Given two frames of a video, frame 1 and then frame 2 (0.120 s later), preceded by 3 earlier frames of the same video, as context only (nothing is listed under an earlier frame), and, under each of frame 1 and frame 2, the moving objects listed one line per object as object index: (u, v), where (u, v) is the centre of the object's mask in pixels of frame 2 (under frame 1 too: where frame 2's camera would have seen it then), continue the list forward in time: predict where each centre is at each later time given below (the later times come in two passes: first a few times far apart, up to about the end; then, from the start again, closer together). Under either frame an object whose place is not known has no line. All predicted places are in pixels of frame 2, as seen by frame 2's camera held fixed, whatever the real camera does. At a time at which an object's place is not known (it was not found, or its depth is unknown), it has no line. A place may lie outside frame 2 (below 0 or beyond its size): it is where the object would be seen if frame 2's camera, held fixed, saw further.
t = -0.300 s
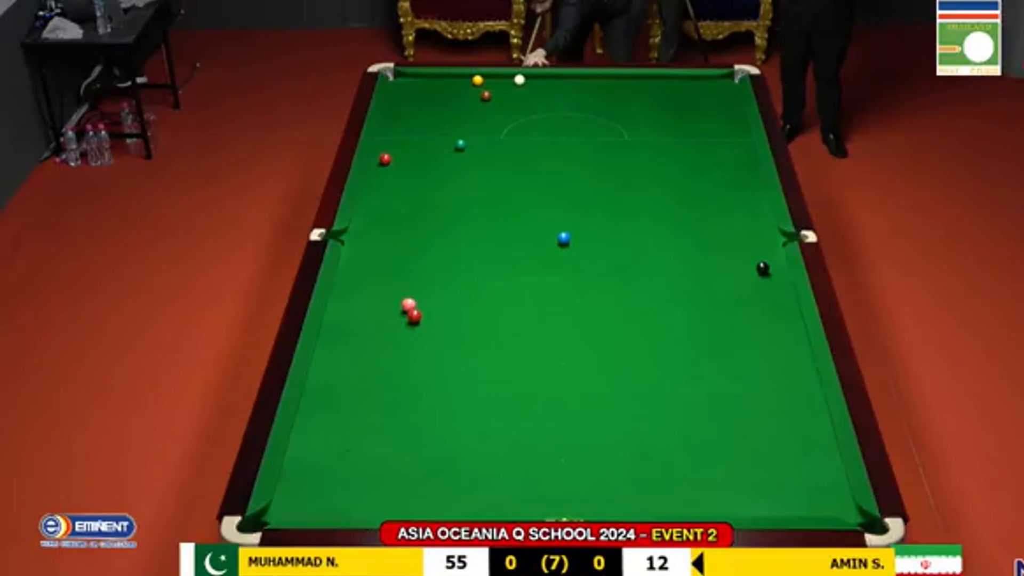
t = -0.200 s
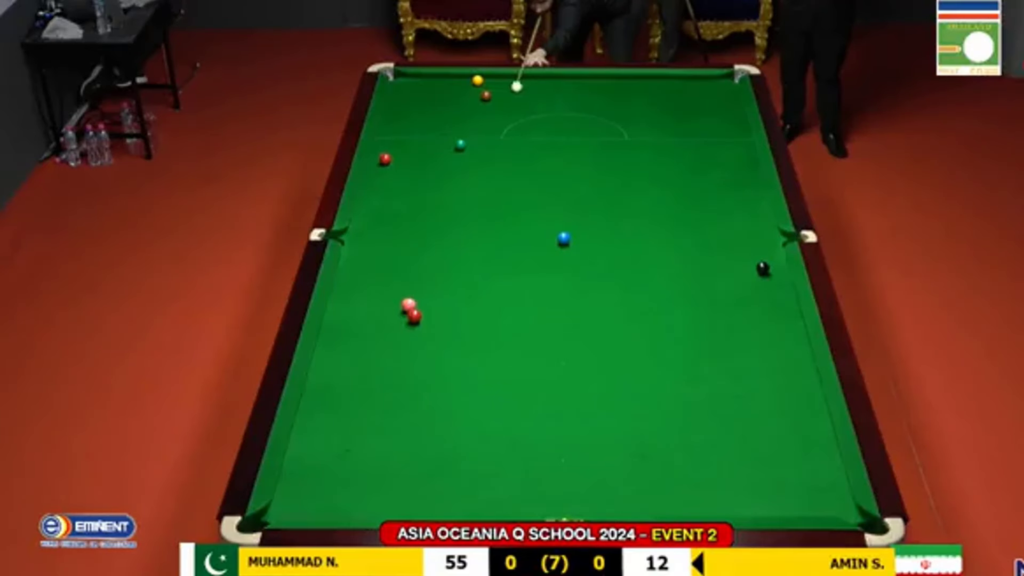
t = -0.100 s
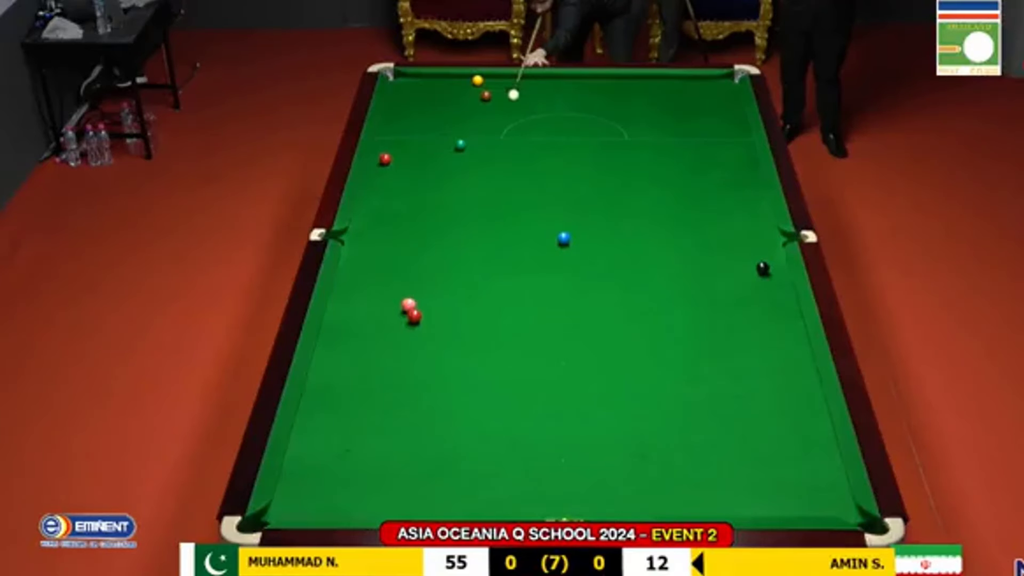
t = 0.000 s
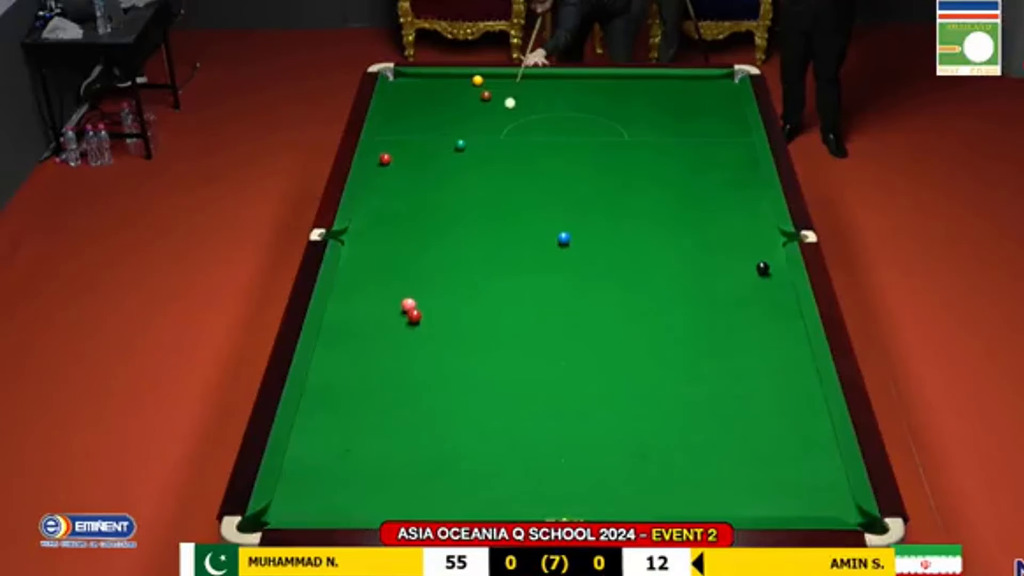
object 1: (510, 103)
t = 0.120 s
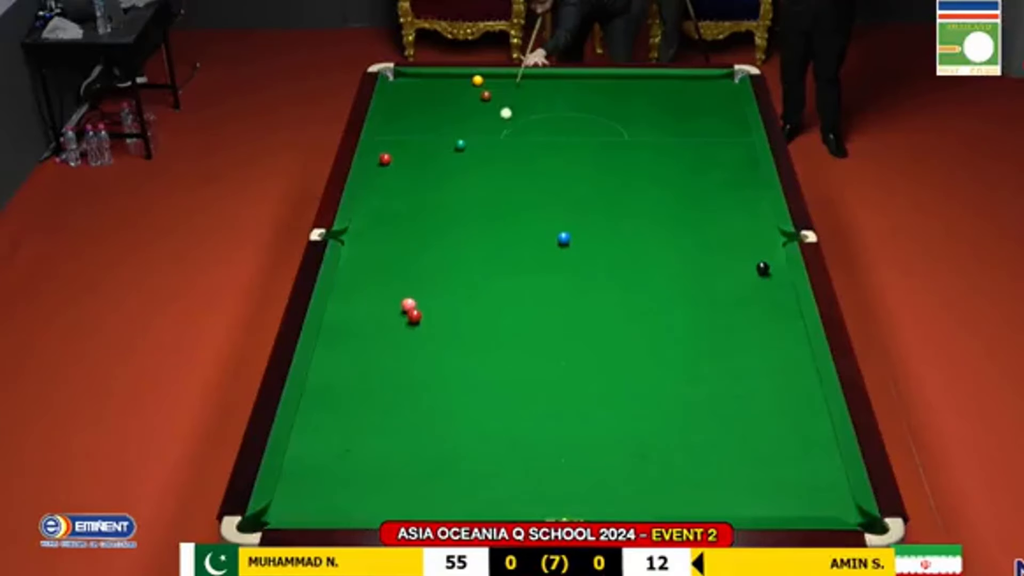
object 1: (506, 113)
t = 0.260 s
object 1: (501, 125)
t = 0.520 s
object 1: (492, 150)
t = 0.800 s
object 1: (482, 177)
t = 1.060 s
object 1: (472, 203)
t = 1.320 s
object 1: (462, 230)
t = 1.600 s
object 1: (451, 262)
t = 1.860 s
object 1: (440, 292)
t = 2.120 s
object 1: (429, 323)
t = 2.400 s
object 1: (416, 359)
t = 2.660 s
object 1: (403, 394)
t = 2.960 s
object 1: (387, 437)
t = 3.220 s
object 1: (374, 476)
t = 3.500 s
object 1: (360, 508)
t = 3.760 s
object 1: (360, 483)
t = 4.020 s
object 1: (360, 460)
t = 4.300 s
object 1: (360, 437)
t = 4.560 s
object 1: (360, 418)
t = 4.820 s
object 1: (361, 400)
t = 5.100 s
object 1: (361, 383)
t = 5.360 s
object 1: (361, 369)
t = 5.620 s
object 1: (361, 356)
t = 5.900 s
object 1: (361, 343)
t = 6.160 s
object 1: (361, 332)
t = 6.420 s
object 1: (361, 323)
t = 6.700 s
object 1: (361, 314)
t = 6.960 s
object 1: (361, 306)
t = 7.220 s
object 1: (361, 300)
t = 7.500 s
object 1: (362, 294)
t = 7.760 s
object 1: (362, 289)
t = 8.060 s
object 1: (362, 285)
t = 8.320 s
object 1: (362, 282)
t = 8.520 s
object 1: (362, 280)
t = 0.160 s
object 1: (504, 117)
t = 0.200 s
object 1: (503, 120)
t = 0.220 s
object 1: (502, 122)
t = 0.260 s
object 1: (501, 125)
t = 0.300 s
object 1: (500, 129)
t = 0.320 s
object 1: (499, 131)
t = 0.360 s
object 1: (497, 135)
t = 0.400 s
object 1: (496, 138)
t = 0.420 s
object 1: (495, 140)
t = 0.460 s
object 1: (494, 144)
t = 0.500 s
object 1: (492, 148)
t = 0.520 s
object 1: (492, 150)
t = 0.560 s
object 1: (491, 154)
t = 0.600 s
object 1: (489, 157)
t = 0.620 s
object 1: (488, 159)
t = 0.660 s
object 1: (487, 163)
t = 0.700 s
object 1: (485, 167)
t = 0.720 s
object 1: (485, 169)
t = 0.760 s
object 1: (483, 173)
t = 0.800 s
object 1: (482, 177)
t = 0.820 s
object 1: (481, 178)
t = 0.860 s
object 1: (479, 183)
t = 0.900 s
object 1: (478, 186)
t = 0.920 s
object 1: (477, 189)
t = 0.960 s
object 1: (476, 193)
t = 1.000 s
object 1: (474, 197)
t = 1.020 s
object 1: (473, 199)
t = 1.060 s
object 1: (472, 203)
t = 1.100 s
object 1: (470, 207)
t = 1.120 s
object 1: (470, 209)
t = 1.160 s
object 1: (468, 213)
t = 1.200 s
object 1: (467, 218)
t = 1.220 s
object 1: (466, 220)
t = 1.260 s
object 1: (465, 224)
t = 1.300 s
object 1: (463, 228)
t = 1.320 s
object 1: (462, 230)
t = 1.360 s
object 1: (460, 235)
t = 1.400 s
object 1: (459, 239)
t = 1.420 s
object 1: (458, 242)
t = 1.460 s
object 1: (456, 246)
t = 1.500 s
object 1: (455, 250)
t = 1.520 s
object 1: (454, 252)
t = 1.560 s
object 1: (452, 257)
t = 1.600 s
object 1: (451, 262)
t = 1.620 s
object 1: (450, 264)
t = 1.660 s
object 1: (448, 268)
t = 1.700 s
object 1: (447, 273)
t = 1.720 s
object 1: (446, 275)
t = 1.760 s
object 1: (444, 280)
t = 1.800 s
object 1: (442, 284)
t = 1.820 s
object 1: (441, 287)
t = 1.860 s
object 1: (440, 292)
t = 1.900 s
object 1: (438, 296)
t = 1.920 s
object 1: (437, 299)
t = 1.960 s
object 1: (435, 304)
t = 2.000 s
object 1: (434, 309)
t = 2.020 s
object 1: (433, 311)
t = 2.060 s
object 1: (431, 316)
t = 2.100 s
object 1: (430, 320)
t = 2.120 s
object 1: (429, 323)
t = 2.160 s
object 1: (427, 328)
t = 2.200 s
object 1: (425, 333)
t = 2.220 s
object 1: (424, 336)
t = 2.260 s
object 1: (422, 341)
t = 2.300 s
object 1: (420, 346)
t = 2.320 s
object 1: (419, 349)
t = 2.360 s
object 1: (418, 354)
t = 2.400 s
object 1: (416, 359)
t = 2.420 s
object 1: (415, 362)
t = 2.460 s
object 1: (412, 367)
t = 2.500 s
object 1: (411, 373)
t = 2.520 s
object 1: (410, 375)
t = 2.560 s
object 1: (408, 381)
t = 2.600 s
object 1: (406, 386)
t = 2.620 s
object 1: (405, 389)
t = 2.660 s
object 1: (403, 394)
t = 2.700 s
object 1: (401, 400)
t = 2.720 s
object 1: (400, 403)
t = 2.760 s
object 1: (398, 409)
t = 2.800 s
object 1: (396, 414)
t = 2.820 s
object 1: (395, 417)
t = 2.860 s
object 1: (392, 423)
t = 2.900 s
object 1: (390, 428)
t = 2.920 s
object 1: (389, 431)
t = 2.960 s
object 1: (387, 437)
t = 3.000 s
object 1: (385, 443)
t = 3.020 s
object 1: (384, 446)
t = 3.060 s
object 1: (382, 452)
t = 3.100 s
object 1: (380, 458)
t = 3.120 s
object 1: (379, 461)
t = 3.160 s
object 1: (377, 467)
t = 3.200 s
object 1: (374, 473)
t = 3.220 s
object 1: (374, 476)
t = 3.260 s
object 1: (371, 482)
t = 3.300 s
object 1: (369, 488)
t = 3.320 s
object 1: (368, 491)
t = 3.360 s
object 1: (366, 498)
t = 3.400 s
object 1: (363, 504)
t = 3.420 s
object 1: (362, 506)
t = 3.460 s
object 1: (360, 511)
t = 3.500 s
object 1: (360, 508)
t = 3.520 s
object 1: (360, 506)
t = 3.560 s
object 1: (360, 503)
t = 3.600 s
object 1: (360, 499)
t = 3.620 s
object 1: (360, 497)
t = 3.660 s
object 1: (360, 493)
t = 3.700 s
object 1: (360, 489)
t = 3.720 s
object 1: (360, 487)
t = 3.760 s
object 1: (360, 483)
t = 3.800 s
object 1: (360, 479)
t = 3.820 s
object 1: (360, 478)
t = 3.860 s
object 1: (360, 474)
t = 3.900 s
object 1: (360, 470)
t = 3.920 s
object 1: (360, 469)
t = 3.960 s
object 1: (360, 465)
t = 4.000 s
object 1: (360, 462)
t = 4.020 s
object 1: (360, 460)
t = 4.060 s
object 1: (360, 456)
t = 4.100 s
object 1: (360, 453)
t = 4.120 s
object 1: (360, 451)
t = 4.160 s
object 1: (360, 448)
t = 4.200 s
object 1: (360, 445)
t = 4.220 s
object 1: (360, 443)
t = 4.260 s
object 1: (360, 440)
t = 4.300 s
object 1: (360, 437)
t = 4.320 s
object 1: (360, 435)
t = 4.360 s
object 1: (360, 432)
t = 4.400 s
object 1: (360, 430)
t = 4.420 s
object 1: (360, 428)
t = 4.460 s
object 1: (360, 425)
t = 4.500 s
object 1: (360, 422)
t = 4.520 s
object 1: (360, 421)
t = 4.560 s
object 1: (360, 418)
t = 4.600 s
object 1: (360, 415)
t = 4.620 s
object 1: (360, 414)
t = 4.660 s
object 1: (360, 411)
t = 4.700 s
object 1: (361, 408)
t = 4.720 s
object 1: (361, 407)
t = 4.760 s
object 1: (361, 404)
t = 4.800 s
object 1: (361, 402)
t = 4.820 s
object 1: (361, 400)
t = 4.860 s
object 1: (360, 398)
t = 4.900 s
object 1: (361, 395)
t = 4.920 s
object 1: (361, 394)
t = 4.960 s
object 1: (361, 392)
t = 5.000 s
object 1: (361, 389)
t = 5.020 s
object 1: (361, 388)
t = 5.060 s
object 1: (361, 386)
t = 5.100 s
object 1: (361, 383)
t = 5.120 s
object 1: (361, 382)
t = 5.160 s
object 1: (361, 380)
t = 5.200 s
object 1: (361, 378)
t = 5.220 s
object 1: (361, 376)
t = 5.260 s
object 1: (361, 374)
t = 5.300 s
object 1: (361, 372)
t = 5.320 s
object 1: (361, 371)
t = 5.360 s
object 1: (361, 369)
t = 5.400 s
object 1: (361, 367)
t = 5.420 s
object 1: (361, 365)
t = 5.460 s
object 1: (361, 364)
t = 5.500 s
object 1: (361, 362)
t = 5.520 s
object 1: (361, 361)
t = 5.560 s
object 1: (361, 359)
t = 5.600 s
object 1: (361, 356)
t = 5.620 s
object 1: (361, 356)
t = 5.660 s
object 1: (361, 354)
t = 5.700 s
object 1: (361, 352)
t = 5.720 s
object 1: (361, 351)
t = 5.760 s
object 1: (361, 349)
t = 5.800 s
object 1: (361, 347)
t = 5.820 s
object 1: (361, 347)
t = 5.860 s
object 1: (361, 345)
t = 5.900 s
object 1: (361, 343)
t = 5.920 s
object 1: (361, 342)
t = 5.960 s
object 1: (361, 340)
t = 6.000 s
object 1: (361, 339)
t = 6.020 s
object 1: (361, 338)
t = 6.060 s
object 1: (361, 336)
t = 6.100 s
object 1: (361, 335)
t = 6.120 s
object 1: (361, 334)
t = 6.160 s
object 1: (361, 332)
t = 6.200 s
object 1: (361, 331)
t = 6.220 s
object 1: (361, 330)
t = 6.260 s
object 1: (361, 329)
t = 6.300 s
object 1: (361, 327)
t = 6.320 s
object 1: (361, 327)
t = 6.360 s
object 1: (361, 325)
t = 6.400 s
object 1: (361, 323)
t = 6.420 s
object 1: (361, 323)
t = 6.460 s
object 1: (361, 322)
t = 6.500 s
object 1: (361, 320)
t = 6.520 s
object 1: (361, 320)
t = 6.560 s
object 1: (361, 318)
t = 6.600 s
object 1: (361, 317)
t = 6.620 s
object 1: (361, 316)
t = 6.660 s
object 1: (361, 315)
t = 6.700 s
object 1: (361, 314)
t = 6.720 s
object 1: (361, 313)
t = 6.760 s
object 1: (361, 312)
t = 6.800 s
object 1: (361, 311)
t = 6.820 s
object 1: (361, 310)
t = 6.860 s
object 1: (361, 309)
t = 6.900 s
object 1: (361, 308)
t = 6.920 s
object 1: (361, 307)
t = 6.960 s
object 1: (361, 306)
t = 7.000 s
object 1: (361, 305)
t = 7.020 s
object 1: (361, 305)
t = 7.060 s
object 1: (361, 304)
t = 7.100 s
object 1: (361, 303)
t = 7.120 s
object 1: (361, 302)
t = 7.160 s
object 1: (361, 301)
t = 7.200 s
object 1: (361, 300)
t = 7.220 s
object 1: (361, 300)
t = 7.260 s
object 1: (361, 299)
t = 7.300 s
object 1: (361, 298)
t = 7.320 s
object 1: (361, 298)
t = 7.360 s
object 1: (361, 297)
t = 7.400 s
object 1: (361, 296)
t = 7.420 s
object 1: (361, 296)
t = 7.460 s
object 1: (361, 295)
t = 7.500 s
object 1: (362, 294)
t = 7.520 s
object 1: (362, 294)
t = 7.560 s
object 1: (362, 293)
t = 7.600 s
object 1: (361, 292)
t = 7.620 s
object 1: (361, 292)
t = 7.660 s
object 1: (362, 291)
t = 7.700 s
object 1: (362, 290)
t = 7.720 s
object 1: (362, 290)
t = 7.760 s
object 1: (362, 289)
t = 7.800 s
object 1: (362, 289)
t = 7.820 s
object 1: (362, 288)
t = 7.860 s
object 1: (362, 288)
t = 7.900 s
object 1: (362, 287)
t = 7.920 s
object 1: (362, 287)
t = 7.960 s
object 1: (362, 286)
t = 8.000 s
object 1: (362, 286)
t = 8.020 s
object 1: (362, 285)
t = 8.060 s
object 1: (362, 285)
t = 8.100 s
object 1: (362, 285)
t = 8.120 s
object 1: (362, 284)
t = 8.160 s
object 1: (362, 284)
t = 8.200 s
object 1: (362, 283)
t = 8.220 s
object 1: (362, 283)
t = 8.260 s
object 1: (362, 283)
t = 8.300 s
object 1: (362, 282)
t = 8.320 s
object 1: (362, 282)
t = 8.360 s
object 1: (362, 282)
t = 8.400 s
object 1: (362, 281)
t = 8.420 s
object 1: (362, 281)
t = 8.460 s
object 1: (362, 281)
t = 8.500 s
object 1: (362, 281)
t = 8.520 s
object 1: (362, 280)
